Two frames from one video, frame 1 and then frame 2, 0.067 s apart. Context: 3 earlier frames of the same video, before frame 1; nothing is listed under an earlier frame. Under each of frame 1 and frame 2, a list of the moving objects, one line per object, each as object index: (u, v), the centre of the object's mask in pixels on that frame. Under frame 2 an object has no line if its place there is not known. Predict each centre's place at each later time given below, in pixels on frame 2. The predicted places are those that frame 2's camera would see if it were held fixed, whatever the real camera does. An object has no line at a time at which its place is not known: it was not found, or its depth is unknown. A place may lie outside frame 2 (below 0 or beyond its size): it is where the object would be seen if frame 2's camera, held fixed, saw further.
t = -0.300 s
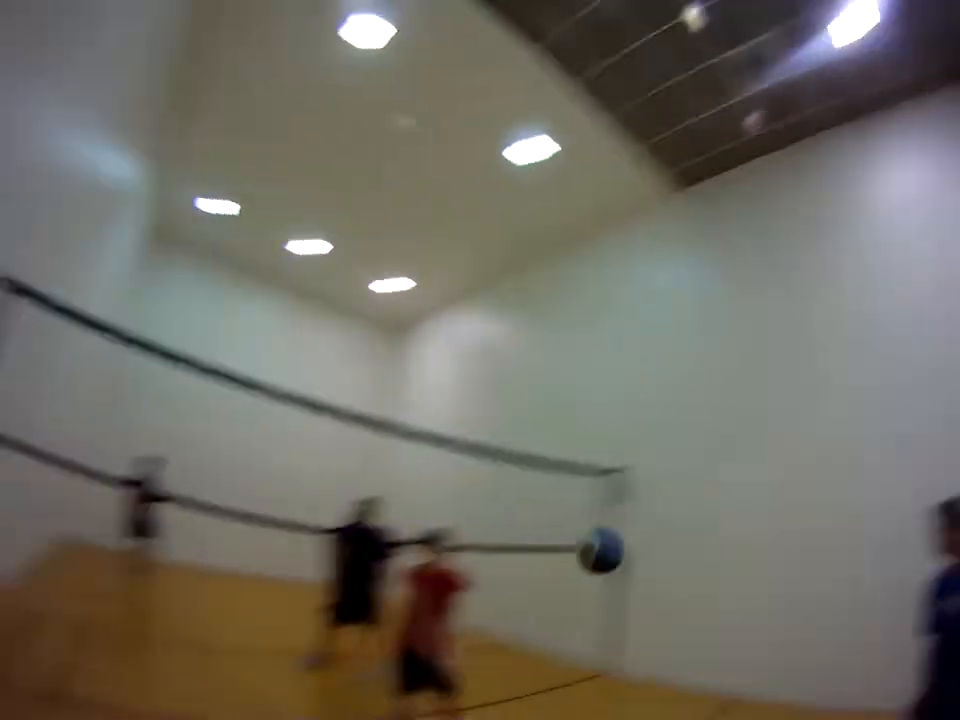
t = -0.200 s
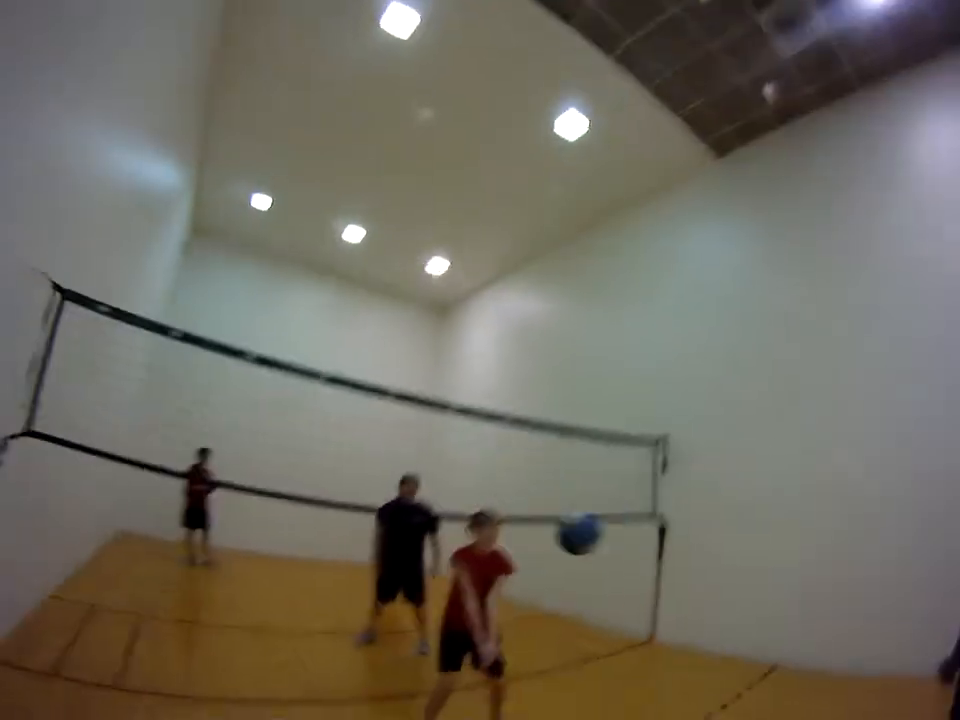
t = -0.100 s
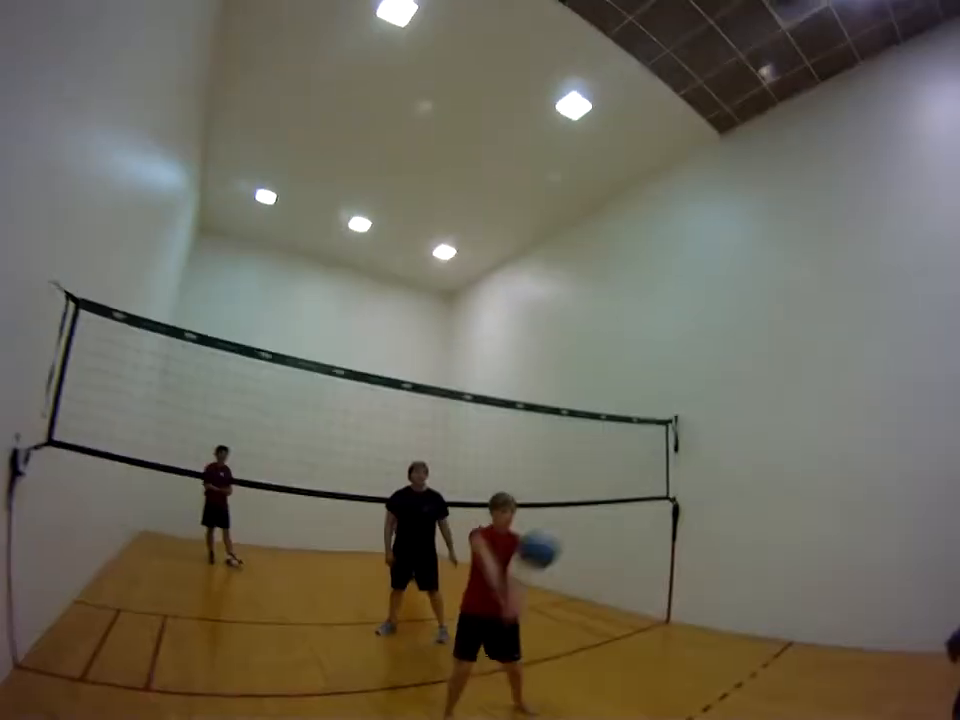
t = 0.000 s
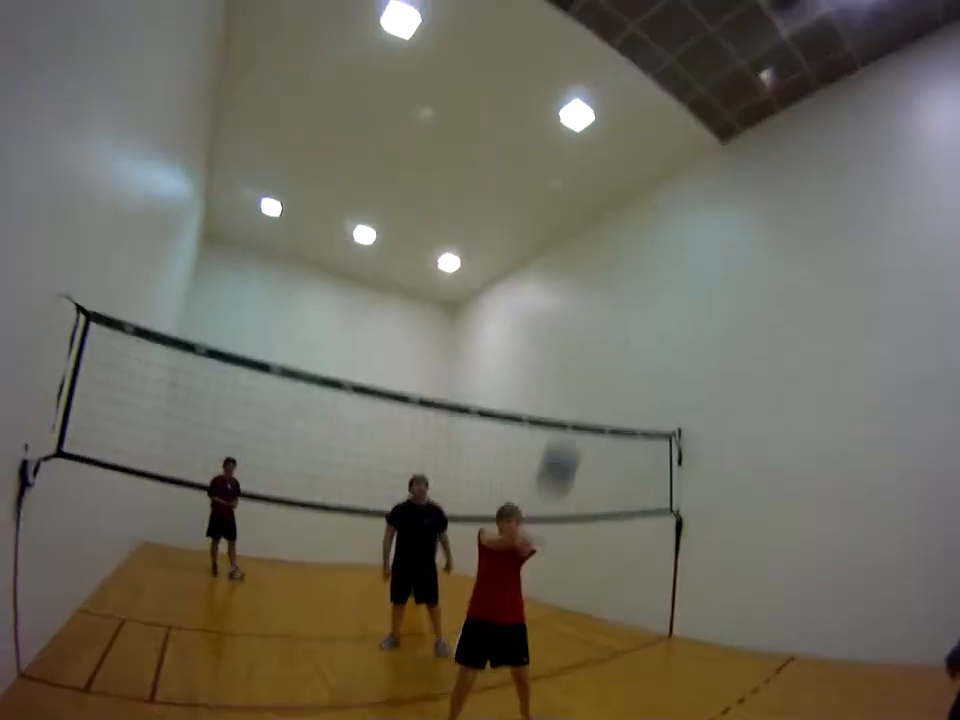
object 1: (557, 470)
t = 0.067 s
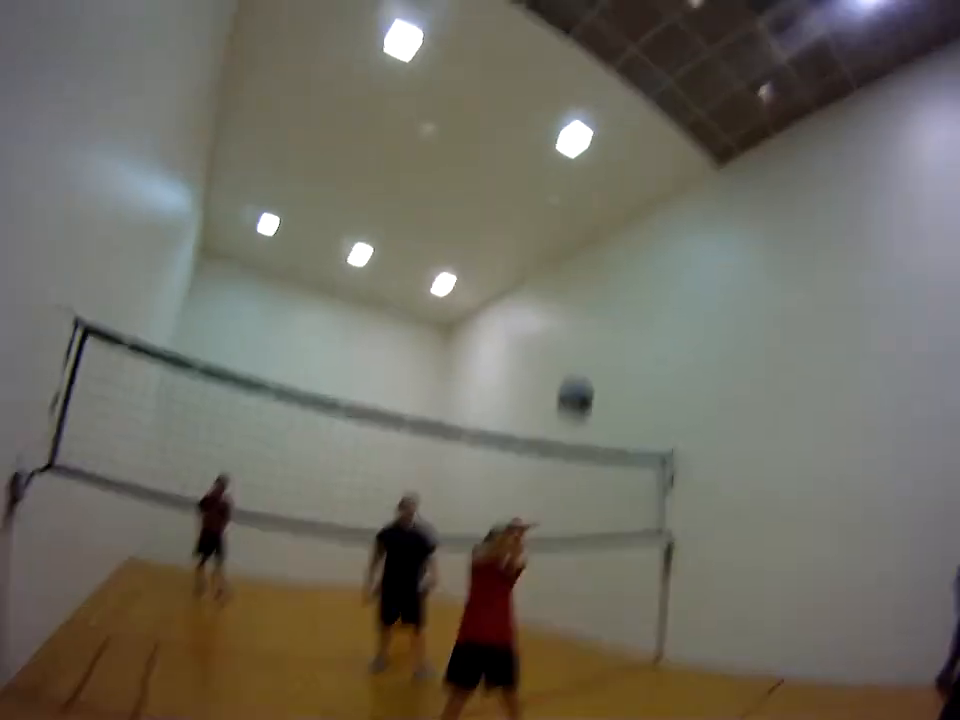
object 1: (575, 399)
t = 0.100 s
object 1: (582, 362)
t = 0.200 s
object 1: (612, 270)
